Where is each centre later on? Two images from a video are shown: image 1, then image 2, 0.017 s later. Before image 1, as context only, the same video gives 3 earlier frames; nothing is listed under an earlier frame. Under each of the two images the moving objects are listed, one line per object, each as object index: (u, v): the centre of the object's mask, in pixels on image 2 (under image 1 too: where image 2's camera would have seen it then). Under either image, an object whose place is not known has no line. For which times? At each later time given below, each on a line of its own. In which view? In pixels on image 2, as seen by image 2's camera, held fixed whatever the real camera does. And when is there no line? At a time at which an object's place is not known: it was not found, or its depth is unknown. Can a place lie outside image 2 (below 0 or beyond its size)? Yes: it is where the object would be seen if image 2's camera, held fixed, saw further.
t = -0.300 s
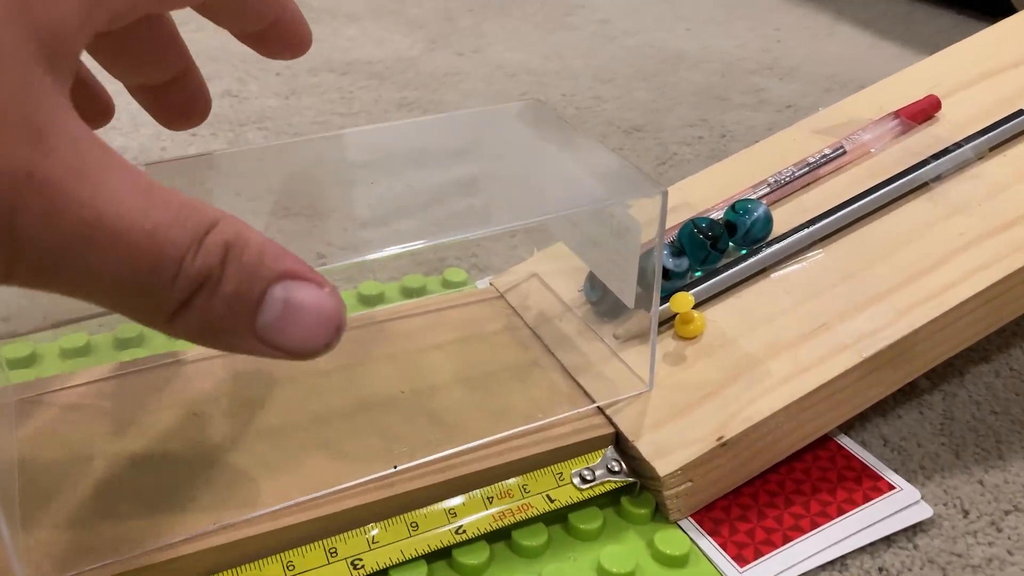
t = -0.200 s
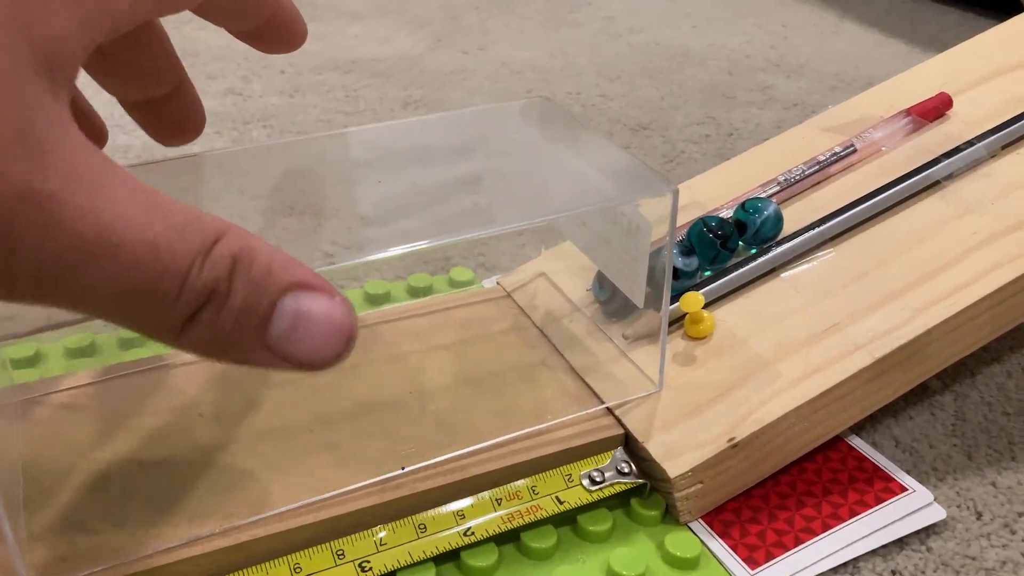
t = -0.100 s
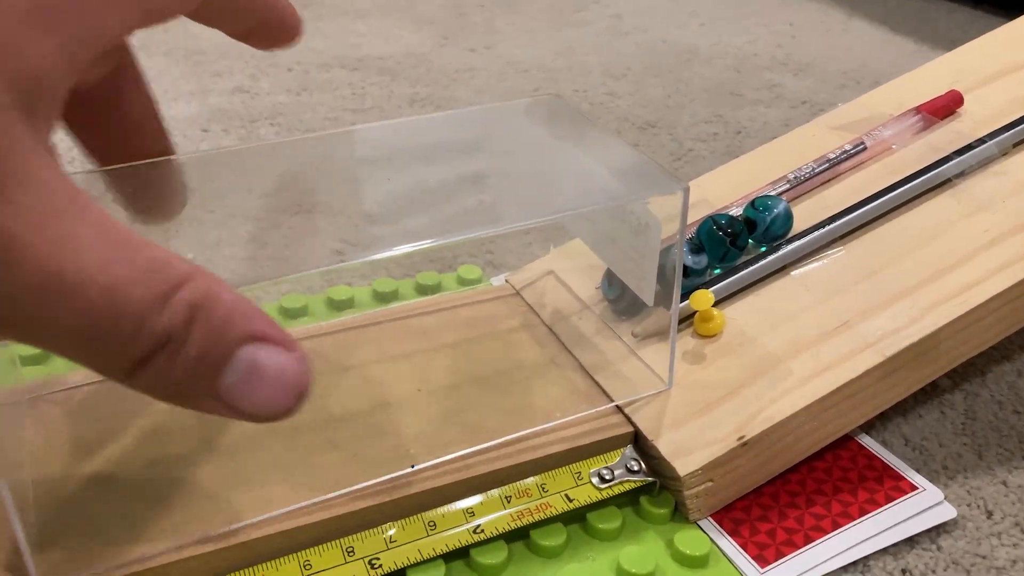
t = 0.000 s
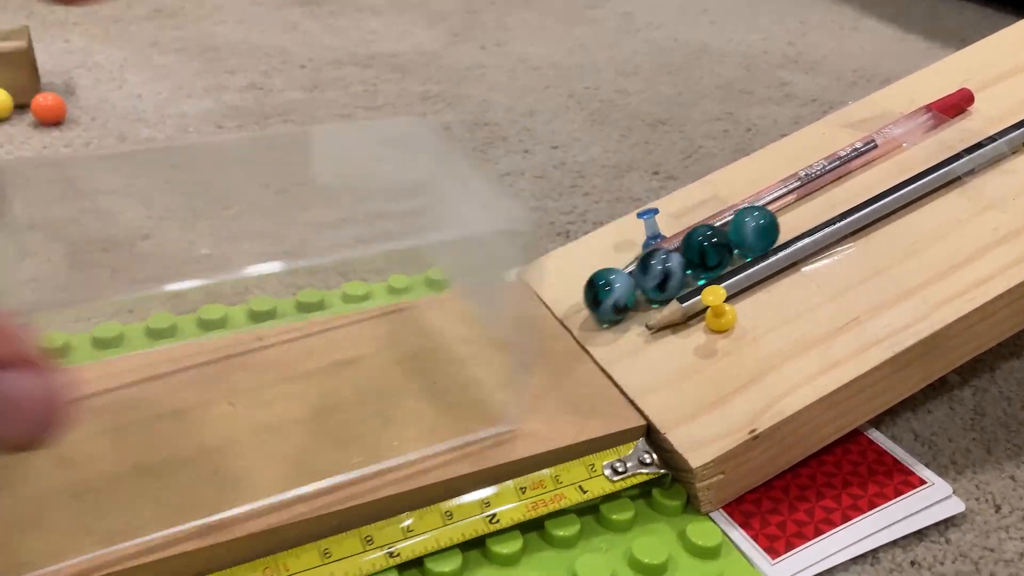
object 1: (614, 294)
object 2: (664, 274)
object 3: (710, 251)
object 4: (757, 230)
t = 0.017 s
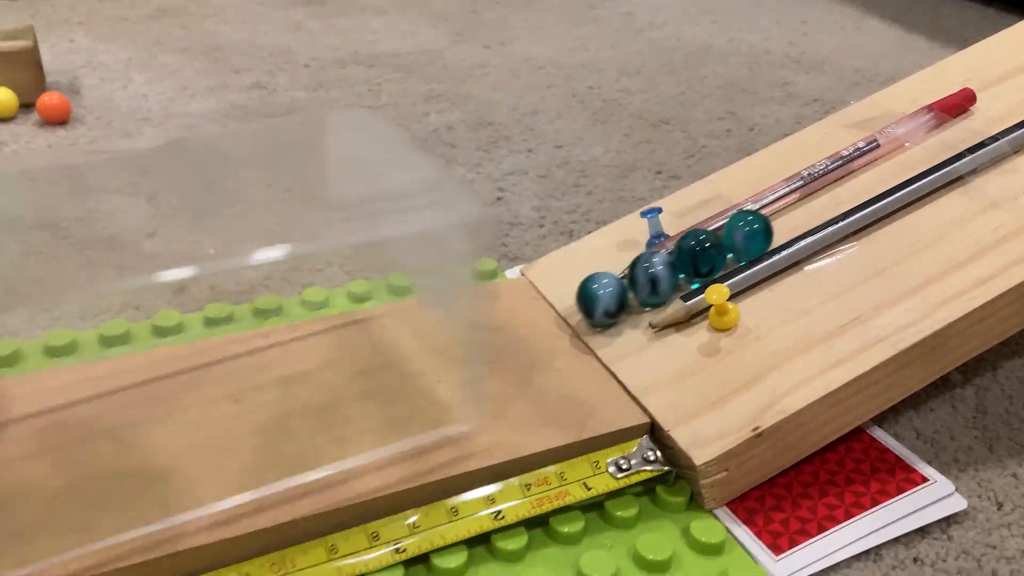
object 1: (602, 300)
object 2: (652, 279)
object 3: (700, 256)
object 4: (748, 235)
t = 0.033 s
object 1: (589, 306)
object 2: (640, 285)
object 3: (689, 262)
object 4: (737, 241)
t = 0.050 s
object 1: (574, 314)
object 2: (625, 291)
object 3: (674, 269)
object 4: (723, 248)
